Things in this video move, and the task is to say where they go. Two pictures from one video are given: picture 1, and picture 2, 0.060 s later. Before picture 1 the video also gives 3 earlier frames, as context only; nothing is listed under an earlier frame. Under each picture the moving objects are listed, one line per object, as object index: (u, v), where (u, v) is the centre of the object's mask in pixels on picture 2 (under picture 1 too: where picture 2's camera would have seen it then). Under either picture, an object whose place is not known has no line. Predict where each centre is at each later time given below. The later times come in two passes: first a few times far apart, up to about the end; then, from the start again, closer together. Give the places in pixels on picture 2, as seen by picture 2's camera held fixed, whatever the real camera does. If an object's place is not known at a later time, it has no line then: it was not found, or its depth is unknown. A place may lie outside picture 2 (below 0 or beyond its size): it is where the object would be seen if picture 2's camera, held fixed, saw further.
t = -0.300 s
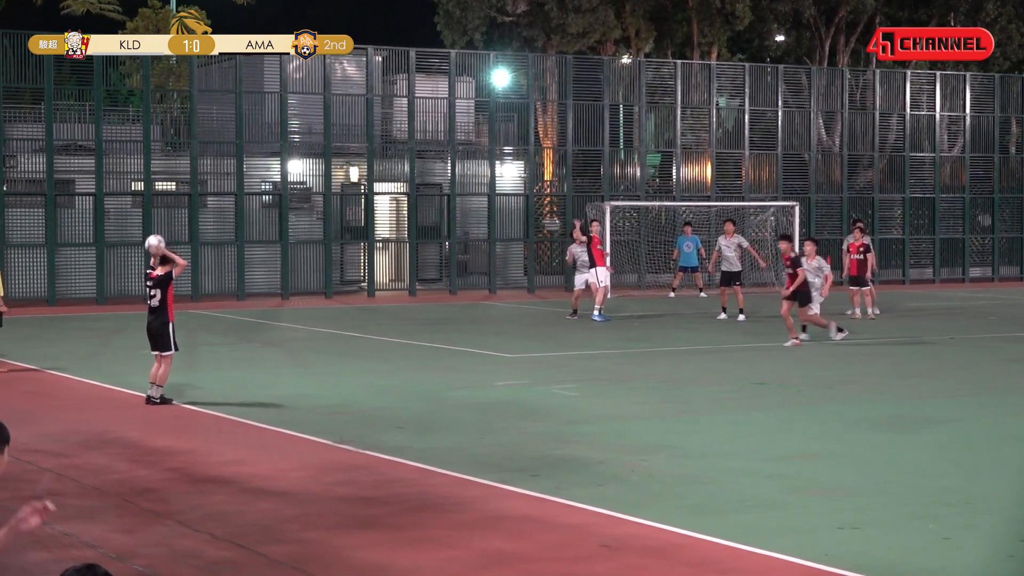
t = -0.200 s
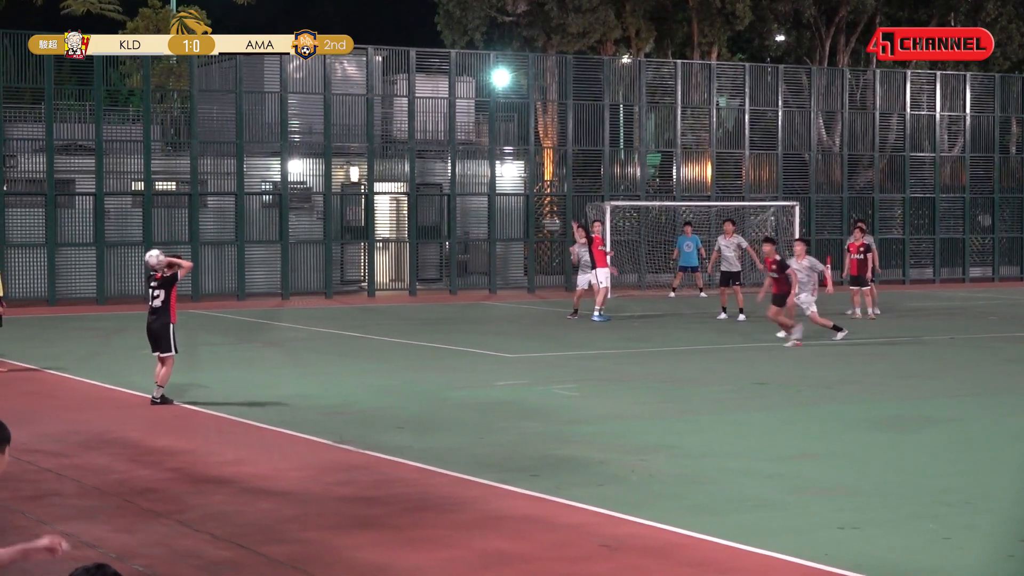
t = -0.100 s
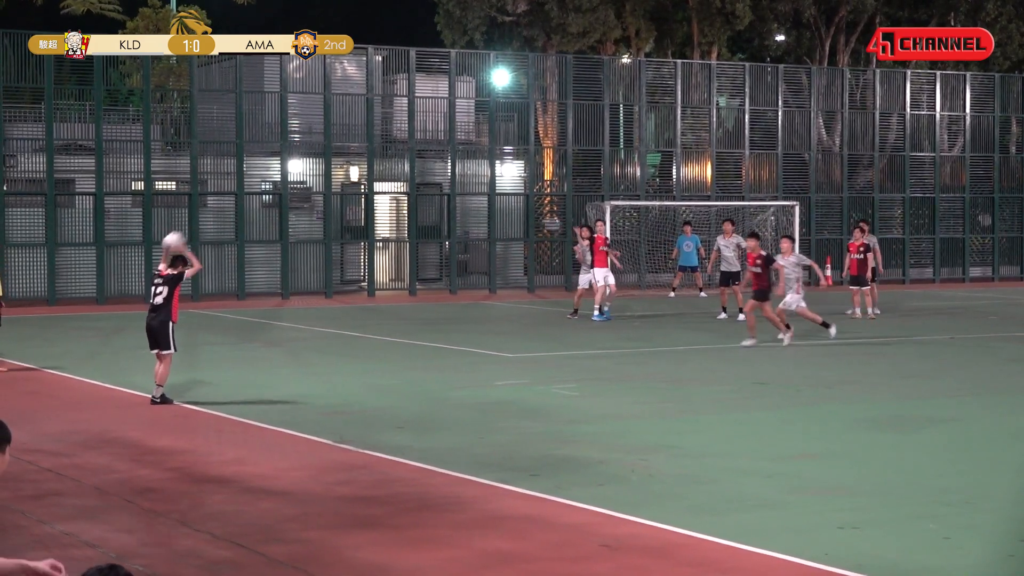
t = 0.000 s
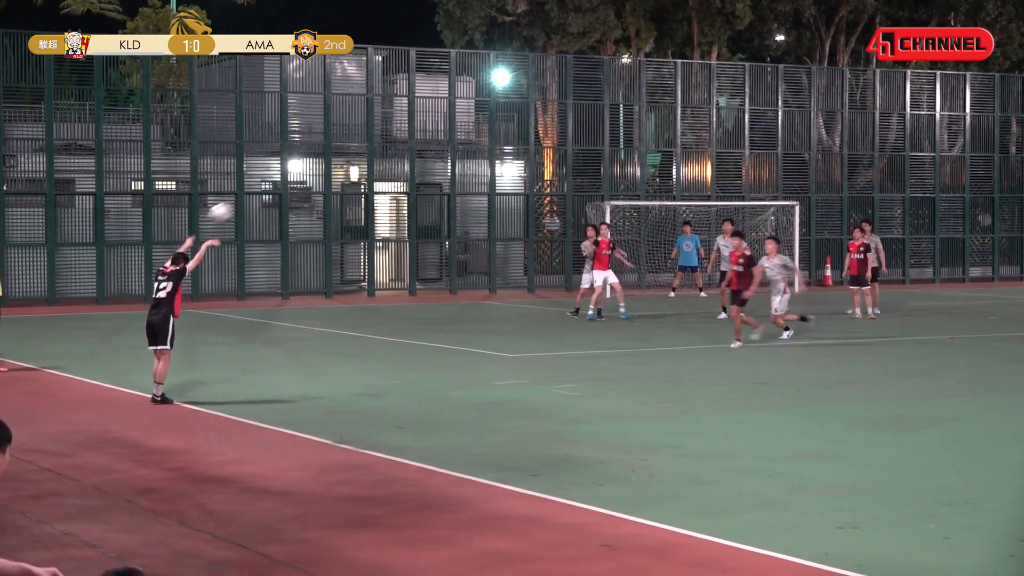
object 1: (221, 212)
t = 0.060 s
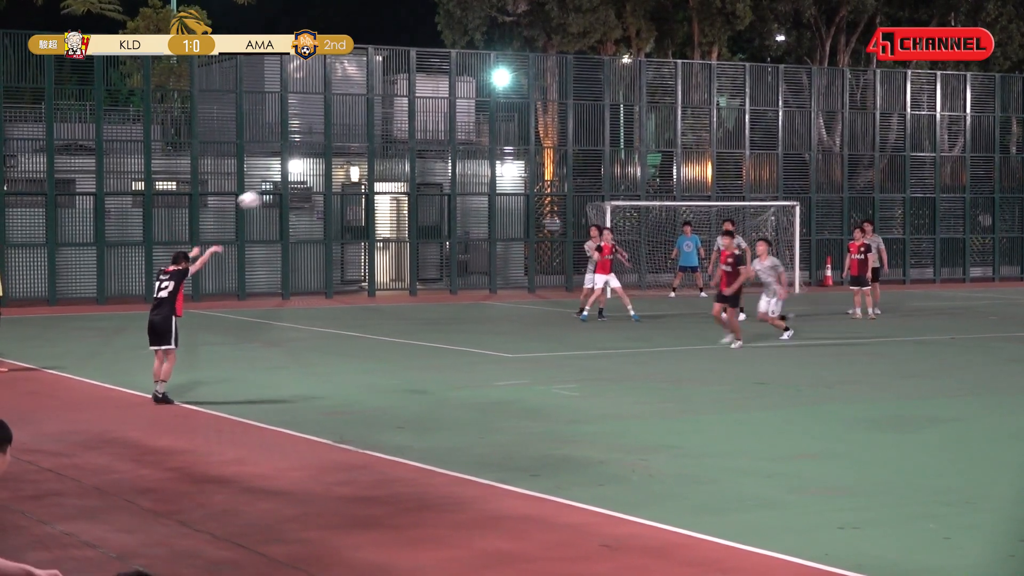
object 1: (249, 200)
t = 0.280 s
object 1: (342, 185)
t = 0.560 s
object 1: (449, 220)
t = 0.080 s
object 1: (259, 197)
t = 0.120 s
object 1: (278, 191)
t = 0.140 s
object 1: (284, 189)
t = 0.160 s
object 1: (293, 188)
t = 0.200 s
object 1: (310, 185)
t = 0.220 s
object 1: (320, 184)
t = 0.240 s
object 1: (328, 184)
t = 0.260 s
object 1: (336, 184)
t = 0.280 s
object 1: (342, 185)
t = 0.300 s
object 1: (351, 186)
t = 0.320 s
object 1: (360, 186)
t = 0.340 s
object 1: (367, 187)
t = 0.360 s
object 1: (374, 188)
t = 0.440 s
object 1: (407, 198)
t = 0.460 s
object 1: (414, 201)
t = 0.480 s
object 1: (420, 204)
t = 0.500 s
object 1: (428, 208)
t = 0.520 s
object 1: (435, 212)
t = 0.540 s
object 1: (441, 216)
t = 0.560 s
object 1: (449, 220)
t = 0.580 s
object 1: (455, 225)
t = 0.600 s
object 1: (462, 230)
